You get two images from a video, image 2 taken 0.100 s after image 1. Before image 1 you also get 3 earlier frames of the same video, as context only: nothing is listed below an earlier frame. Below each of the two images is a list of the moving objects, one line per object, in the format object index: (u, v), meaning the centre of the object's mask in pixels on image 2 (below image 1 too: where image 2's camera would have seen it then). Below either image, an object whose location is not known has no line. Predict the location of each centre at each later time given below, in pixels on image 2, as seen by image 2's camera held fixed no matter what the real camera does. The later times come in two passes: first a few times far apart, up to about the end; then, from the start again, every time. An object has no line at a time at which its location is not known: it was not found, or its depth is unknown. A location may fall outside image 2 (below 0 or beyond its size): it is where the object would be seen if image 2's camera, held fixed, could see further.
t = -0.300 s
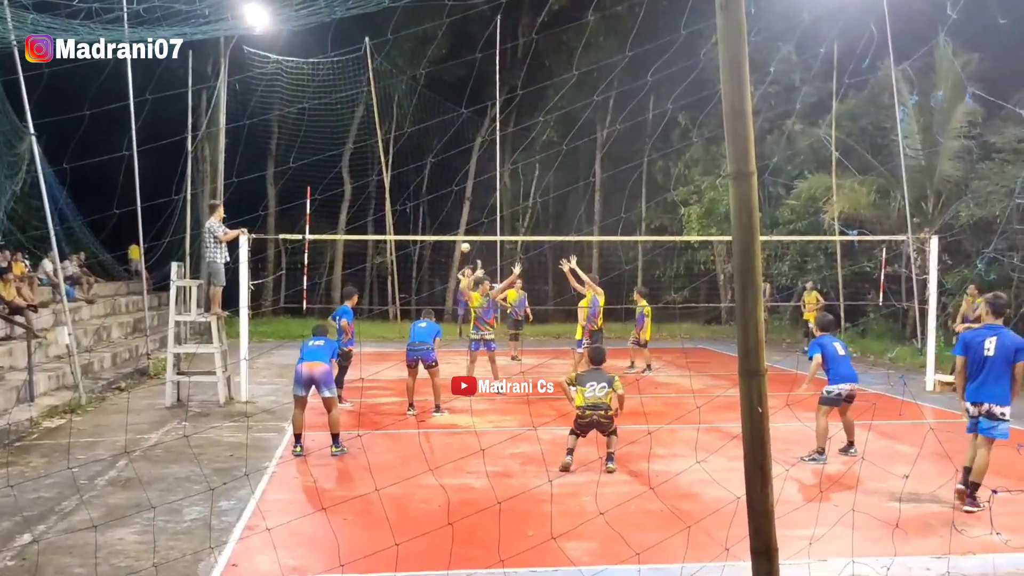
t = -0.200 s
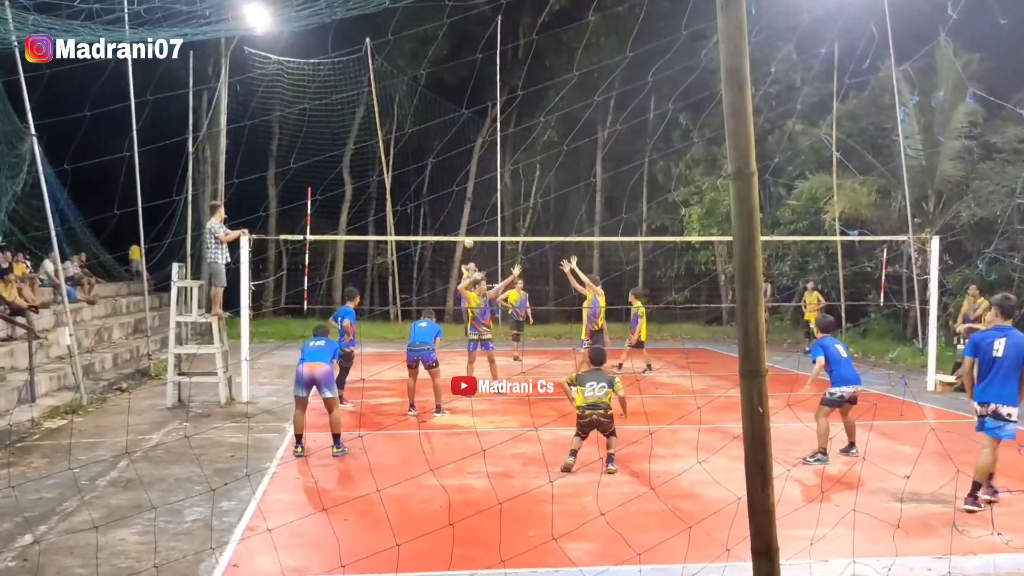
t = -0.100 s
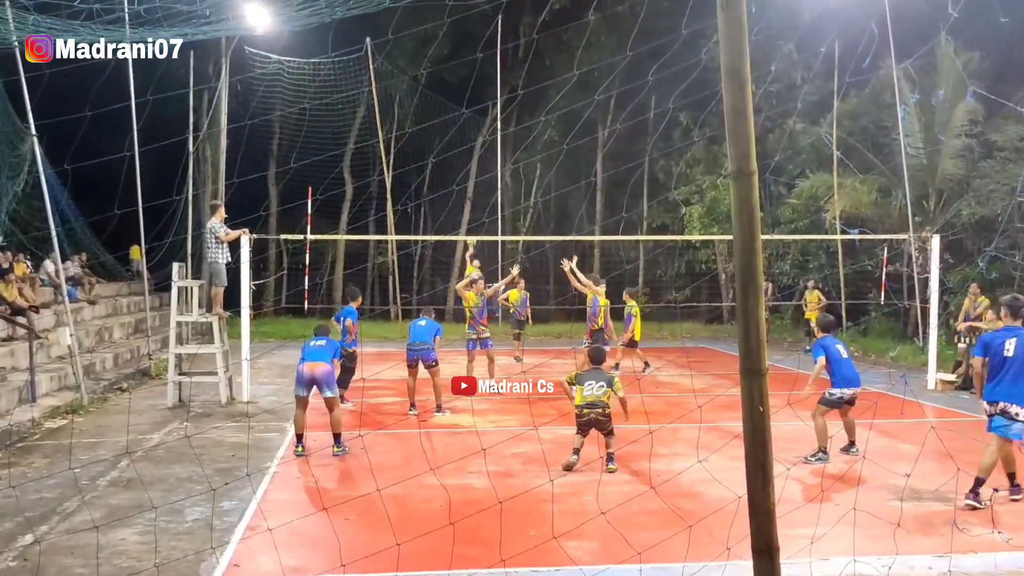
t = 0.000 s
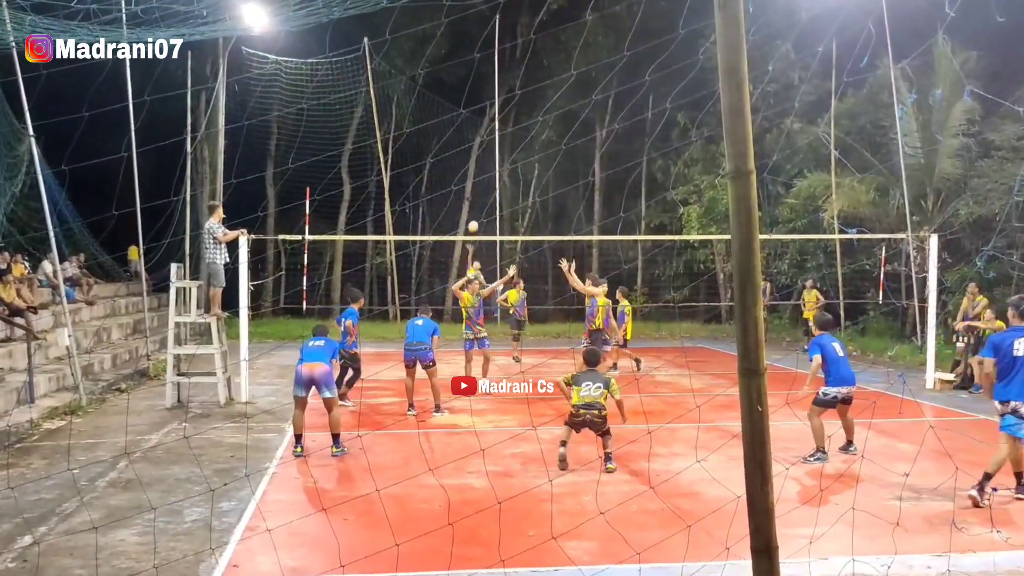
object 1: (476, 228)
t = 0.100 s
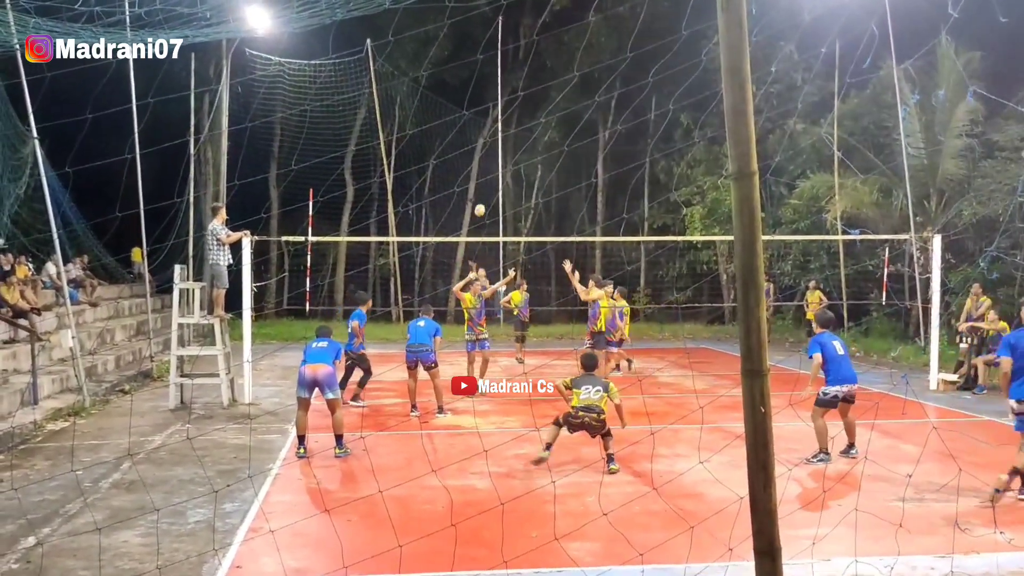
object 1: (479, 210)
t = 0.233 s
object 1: (486, 191)
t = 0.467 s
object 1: (504, 173)
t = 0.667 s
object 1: (530, 178)
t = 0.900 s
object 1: (579, 227)
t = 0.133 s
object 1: (481, 205)
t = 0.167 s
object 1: (482, 200)
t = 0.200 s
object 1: (484, 195)
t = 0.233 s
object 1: (486, 191)
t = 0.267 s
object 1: (488, 187)
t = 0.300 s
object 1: (490, 184)
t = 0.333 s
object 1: (493, 181)
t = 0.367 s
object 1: (495, 178)
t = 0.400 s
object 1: (498, 176)
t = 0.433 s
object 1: (501, 174)
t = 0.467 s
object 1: (504, 173)
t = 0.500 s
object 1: (508, 172)
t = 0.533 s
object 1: (512, 171)
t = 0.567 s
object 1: (516, 172)
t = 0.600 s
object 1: (521, 173)
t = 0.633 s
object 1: (525, 175)
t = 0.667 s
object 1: (530, 178)
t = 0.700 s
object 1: (536, 182)
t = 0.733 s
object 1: (542, 186)
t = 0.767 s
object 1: (548, 192)
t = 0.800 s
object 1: (555, 199)
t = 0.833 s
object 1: (562, 207)
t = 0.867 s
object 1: (571, 217)
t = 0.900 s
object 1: (579, 227)
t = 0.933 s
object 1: (589, 241)
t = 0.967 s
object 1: (600, 256)
